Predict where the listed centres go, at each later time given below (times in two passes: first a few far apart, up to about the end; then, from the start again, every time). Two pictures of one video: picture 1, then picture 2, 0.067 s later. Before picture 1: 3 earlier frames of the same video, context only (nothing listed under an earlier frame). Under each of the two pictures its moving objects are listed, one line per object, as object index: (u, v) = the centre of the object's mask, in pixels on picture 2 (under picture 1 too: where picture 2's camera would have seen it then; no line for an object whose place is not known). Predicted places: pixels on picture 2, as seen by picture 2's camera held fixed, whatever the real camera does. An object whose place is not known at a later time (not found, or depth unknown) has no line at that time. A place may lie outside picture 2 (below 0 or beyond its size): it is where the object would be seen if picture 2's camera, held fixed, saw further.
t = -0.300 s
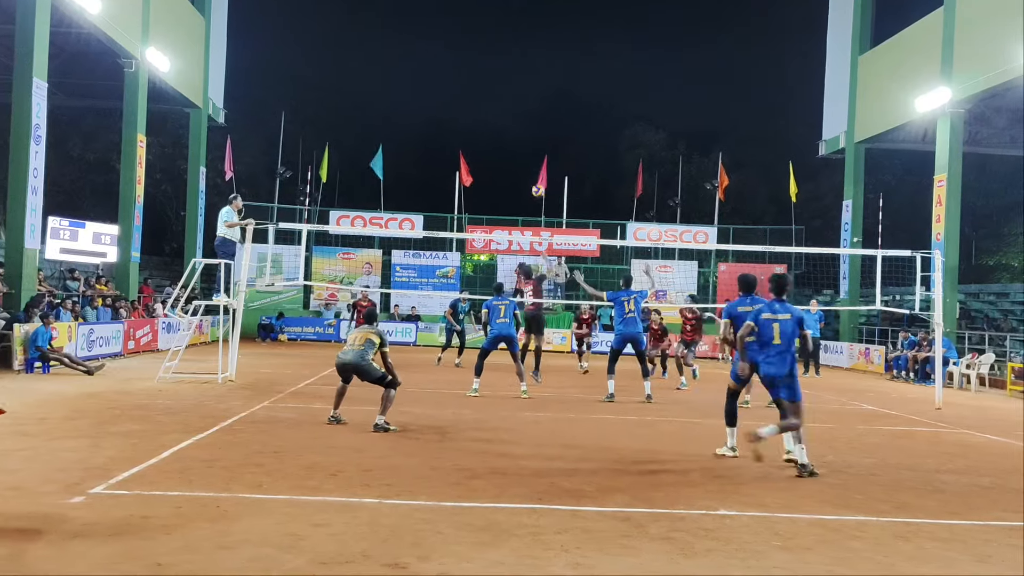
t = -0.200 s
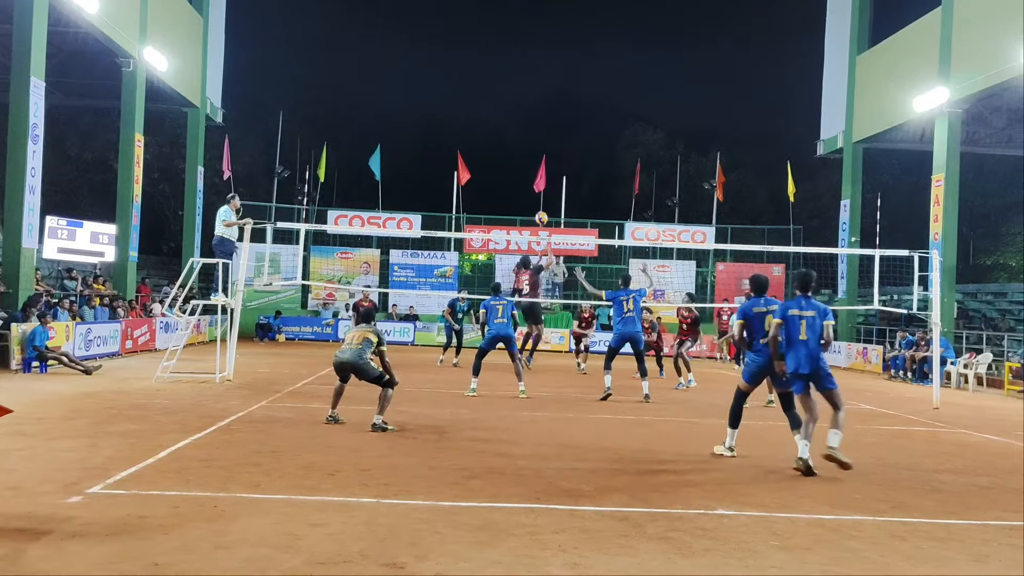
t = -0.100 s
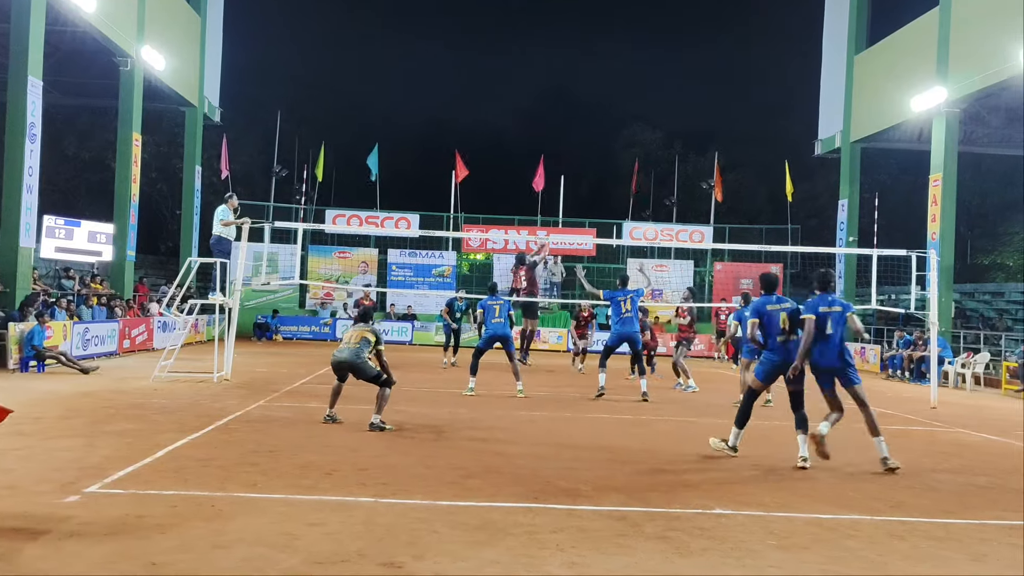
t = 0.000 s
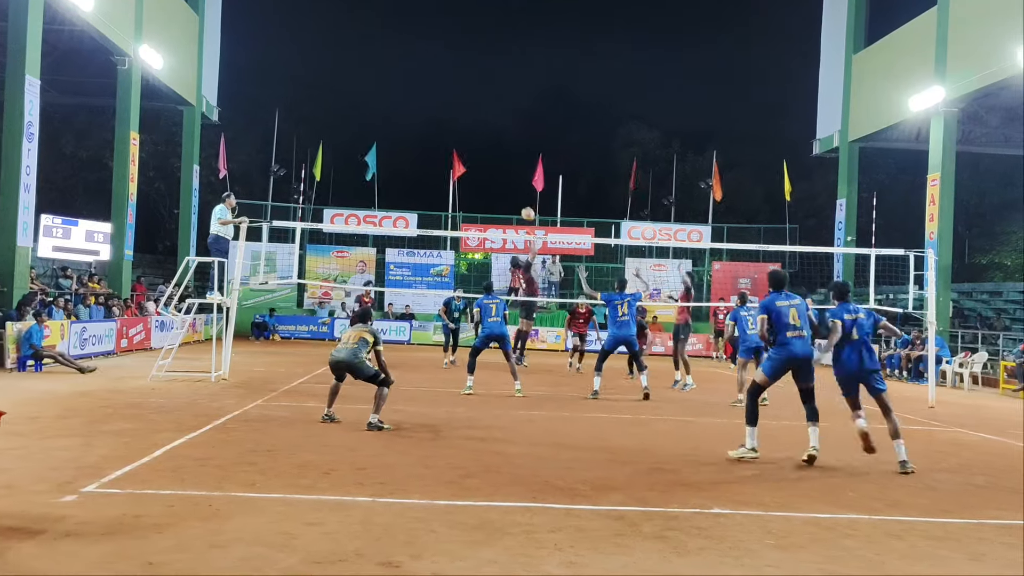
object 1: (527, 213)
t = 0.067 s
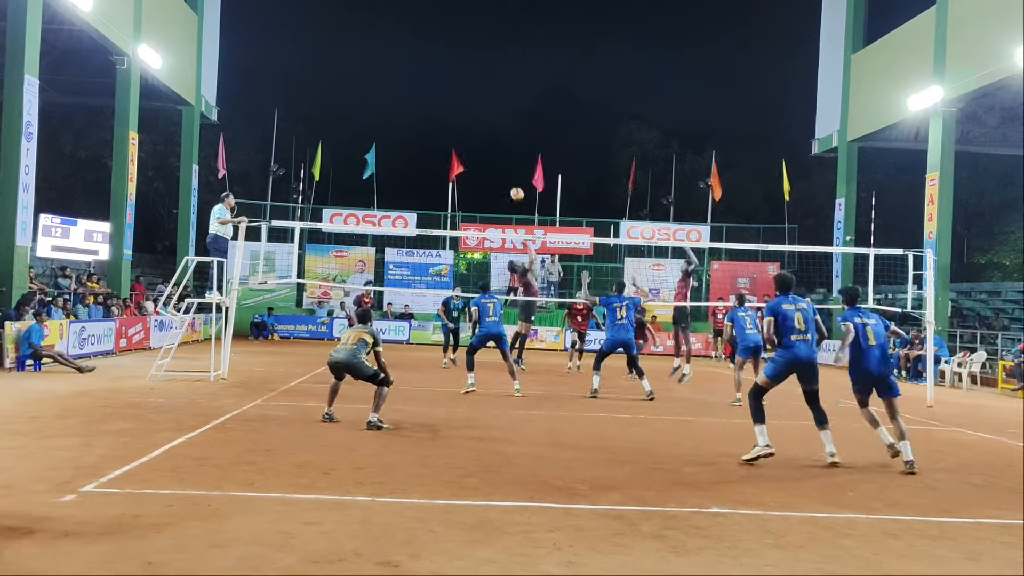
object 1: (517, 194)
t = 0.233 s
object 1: (491, 156)
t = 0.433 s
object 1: (460, 131)
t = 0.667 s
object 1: (422, 132)
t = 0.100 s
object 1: (512, 185)
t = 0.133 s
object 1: (507, 177)
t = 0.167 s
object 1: (502, 169)
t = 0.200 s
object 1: (497, 162)
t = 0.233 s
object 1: (491, 156)
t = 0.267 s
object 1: (486, 150)
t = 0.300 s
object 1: (481, 145)
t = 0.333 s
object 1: (476, 141)
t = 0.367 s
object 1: (471, 137)
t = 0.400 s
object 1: (465, 134)
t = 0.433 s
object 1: (460, 131)
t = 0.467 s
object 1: (455, 130)
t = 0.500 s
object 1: (449, 128)
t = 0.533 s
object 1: (444, 128)
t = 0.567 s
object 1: (439, 128)
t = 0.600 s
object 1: (433, 129)
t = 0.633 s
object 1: (428, 130)
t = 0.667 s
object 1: (422, 132)
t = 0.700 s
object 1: (417, 135)
